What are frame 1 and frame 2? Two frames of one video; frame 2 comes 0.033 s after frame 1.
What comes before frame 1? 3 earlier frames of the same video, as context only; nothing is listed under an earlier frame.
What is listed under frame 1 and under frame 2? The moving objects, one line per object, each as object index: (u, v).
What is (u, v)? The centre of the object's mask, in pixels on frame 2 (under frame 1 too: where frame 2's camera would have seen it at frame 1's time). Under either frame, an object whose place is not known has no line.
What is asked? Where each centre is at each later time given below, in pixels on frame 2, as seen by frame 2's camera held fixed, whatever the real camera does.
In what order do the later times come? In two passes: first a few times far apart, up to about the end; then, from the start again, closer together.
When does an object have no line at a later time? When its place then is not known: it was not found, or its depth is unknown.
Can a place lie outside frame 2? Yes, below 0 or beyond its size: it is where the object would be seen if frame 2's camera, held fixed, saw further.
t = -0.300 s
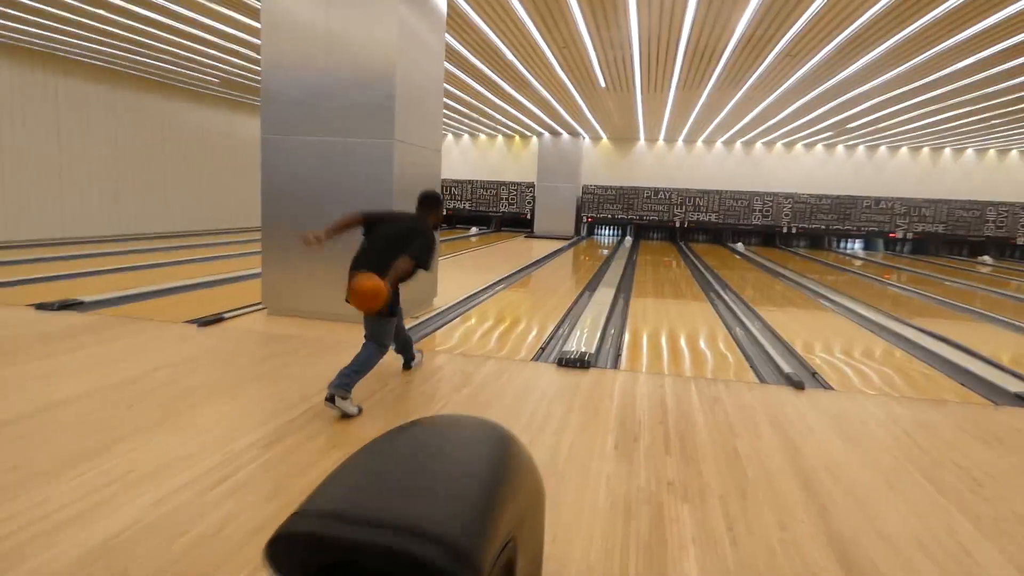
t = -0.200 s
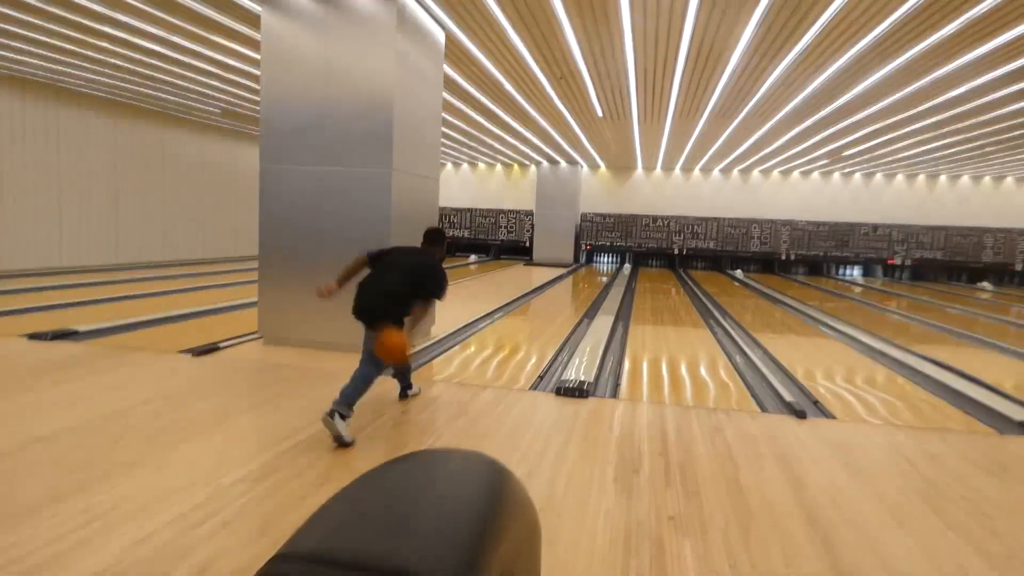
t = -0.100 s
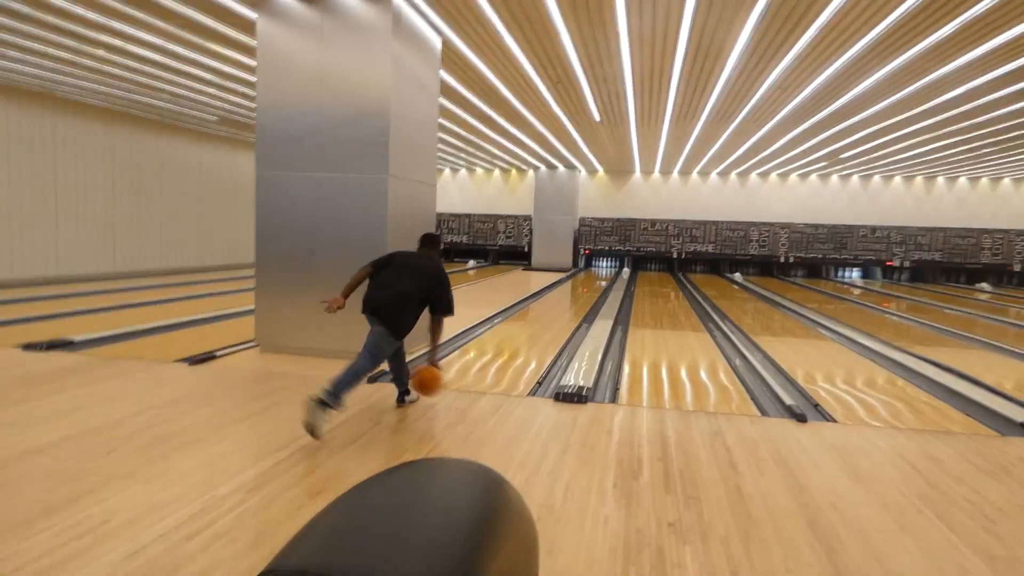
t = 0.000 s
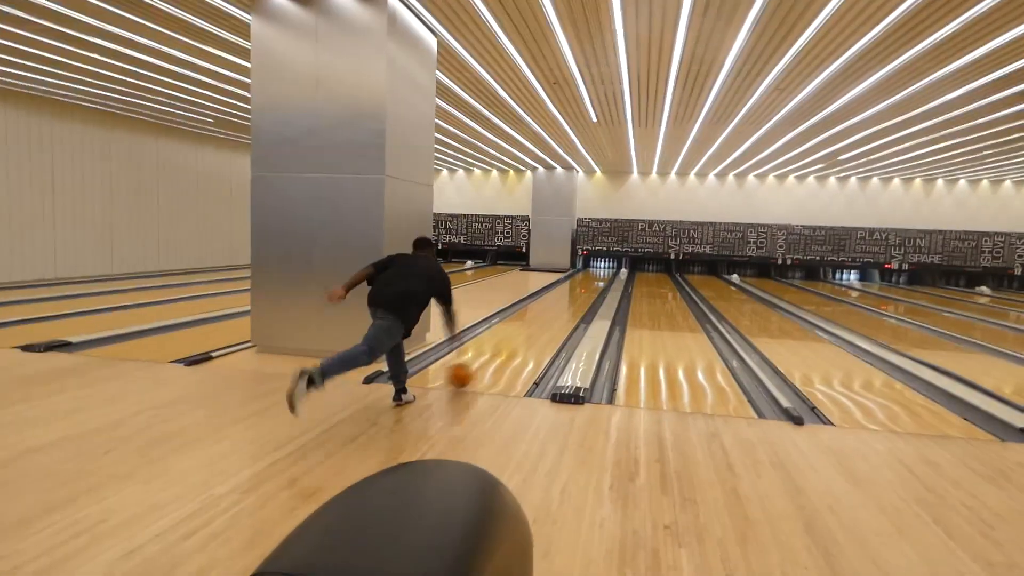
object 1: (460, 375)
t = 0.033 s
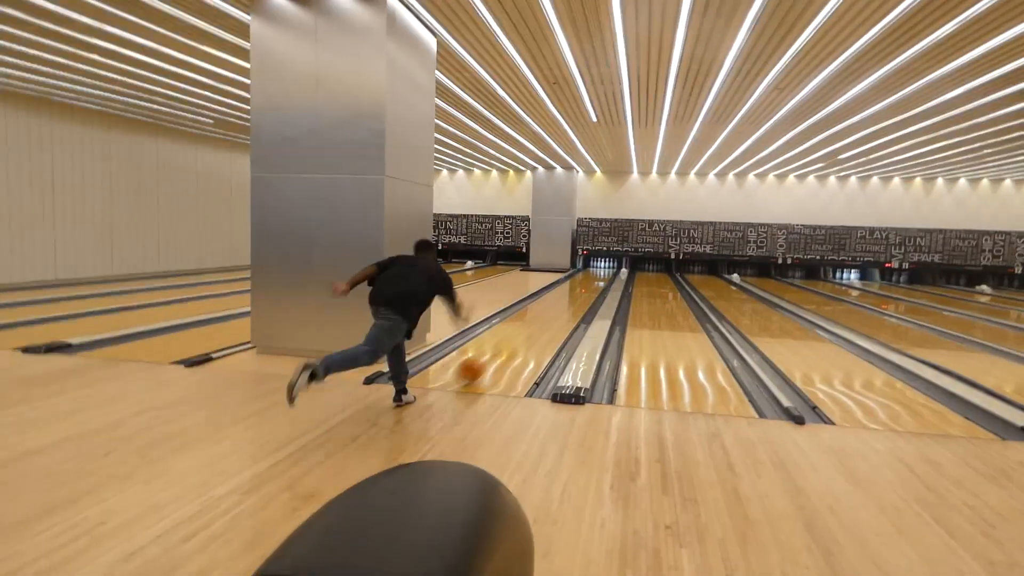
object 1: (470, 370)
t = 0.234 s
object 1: (513, 339)
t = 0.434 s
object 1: (540, 319)
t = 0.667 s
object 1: (560, 305)
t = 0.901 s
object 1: (575, 293)
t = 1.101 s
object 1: (584, 287)
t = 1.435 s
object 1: (595, 279)
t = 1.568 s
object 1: (598, 277)
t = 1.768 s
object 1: (601, 274)
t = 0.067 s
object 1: (480, 361)
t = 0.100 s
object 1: (488, 355)
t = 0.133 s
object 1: (495, 351)
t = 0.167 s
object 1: (502, 346)
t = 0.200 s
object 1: (508, 342)
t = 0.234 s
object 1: (513, 339)
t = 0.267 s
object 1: (518, 335)
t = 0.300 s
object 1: (524, 331)
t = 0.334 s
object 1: (528, 328)
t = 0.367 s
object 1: (532, 325)
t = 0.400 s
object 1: (536, 322)
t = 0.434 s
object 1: (540, 319)
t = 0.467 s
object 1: (544, 317)
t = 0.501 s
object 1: (547, 315)
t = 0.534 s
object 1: (550, 312)
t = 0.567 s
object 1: (553, 310)
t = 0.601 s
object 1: (555, 308)
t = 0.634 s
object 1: (558, 306)
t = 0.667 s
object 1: (560, 305)
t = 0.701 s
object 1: (563, 303)
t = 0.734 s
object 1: (565, 301)
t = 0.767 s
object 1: (567, 299)
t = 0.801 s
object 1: (569, 298)
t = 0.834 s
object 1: (572, 296)
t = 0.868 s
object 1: (573, 295)
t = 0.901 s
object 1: (575, 293)
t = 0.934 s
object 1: (577, 293)
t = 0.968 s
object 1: (579, 291)
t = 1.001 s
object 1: (580, 290)
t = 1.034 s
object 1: (581, 289)
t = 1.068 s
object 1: (583, 287)
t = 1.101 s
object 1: (584, 287)
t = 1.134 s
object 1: (585, 286)
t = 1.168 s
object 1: (586, 285)
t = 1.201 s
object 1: (587, 284)
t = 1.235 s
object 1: (588, 283)
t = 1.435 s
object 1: (595, 279)
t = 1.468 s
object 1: (595, 279)
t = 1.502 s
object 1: (596, 278)
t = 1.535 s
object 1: (597, 277)
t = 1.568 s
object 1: (598, 277)
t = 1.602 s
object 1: (598, 276)
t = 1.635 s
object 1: (599, 276)
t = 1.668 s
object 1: (599, 275)
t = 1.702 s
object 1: (600, 275)
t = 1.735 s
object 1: (601, 274)
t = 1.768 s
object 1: (601, 274)
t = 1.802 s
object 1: (602, 273)
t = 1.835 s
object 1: (603, 273)
